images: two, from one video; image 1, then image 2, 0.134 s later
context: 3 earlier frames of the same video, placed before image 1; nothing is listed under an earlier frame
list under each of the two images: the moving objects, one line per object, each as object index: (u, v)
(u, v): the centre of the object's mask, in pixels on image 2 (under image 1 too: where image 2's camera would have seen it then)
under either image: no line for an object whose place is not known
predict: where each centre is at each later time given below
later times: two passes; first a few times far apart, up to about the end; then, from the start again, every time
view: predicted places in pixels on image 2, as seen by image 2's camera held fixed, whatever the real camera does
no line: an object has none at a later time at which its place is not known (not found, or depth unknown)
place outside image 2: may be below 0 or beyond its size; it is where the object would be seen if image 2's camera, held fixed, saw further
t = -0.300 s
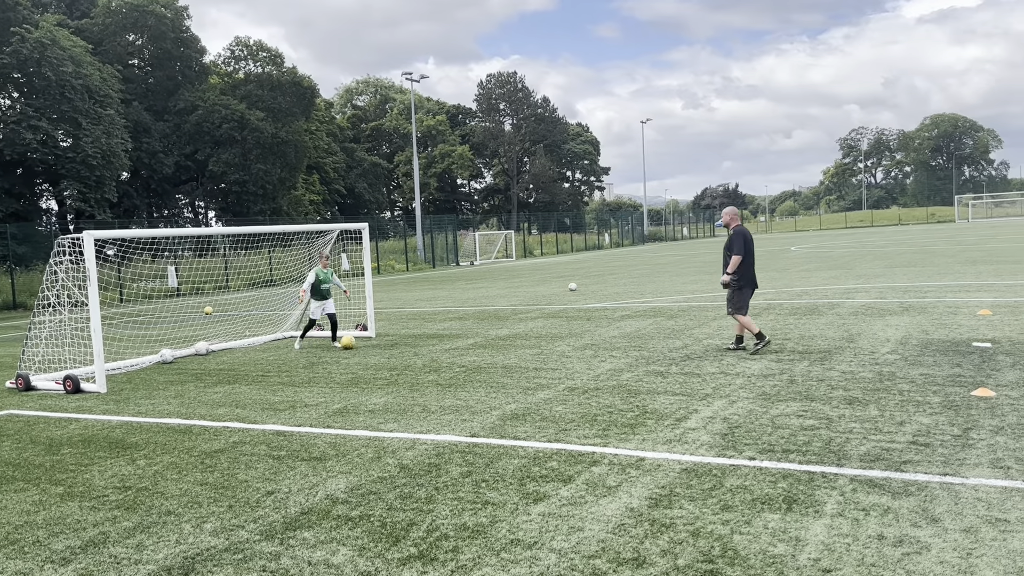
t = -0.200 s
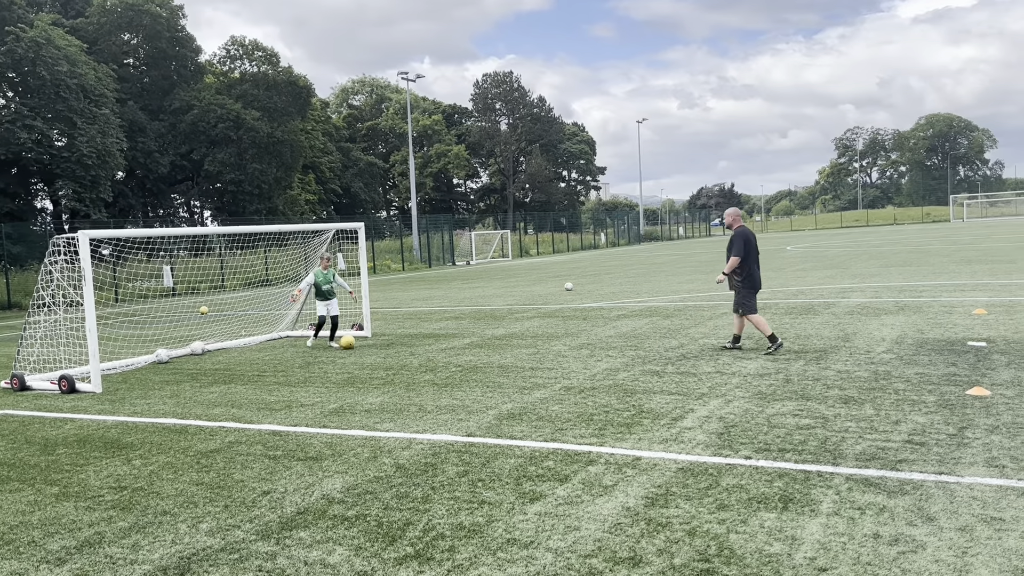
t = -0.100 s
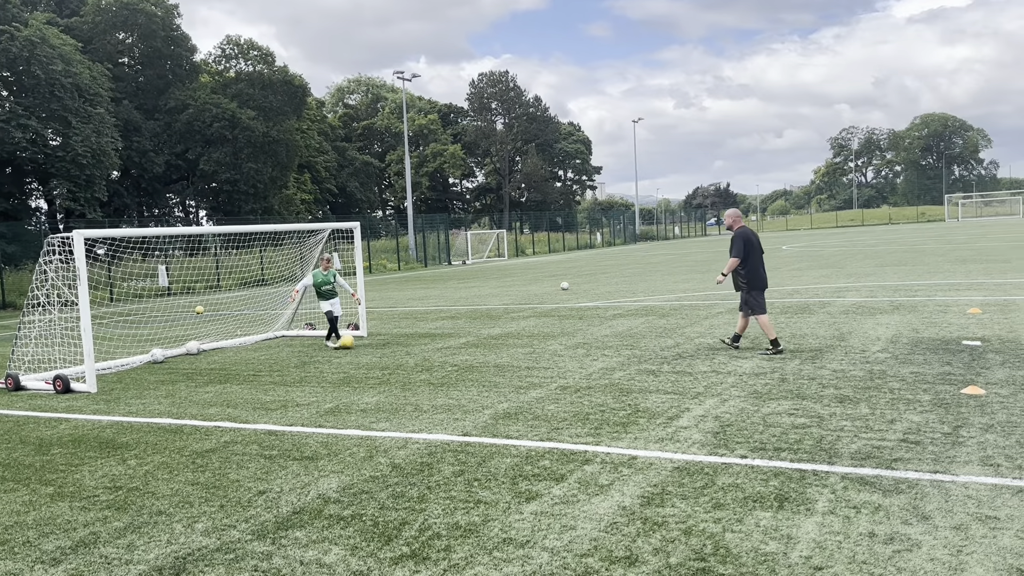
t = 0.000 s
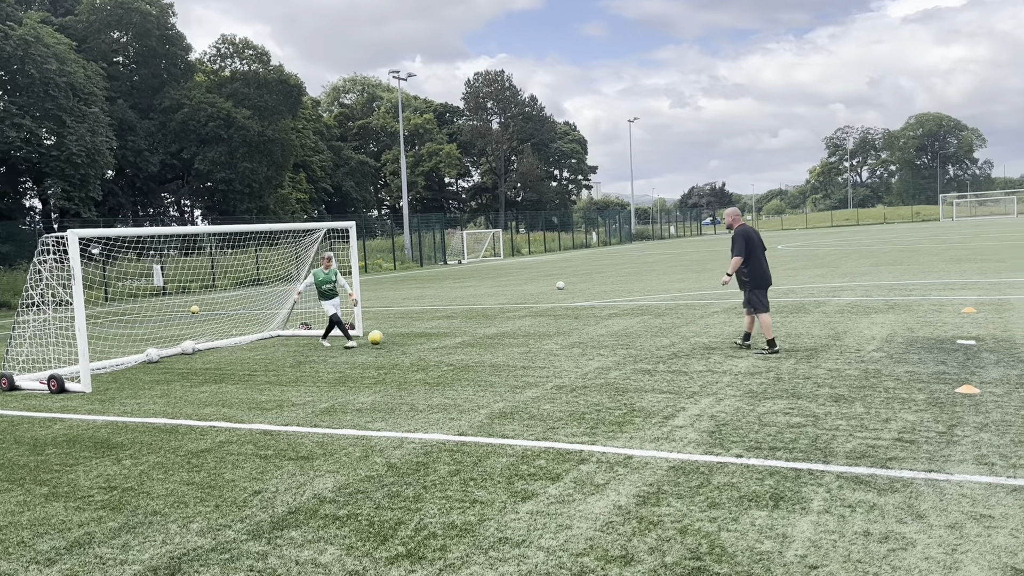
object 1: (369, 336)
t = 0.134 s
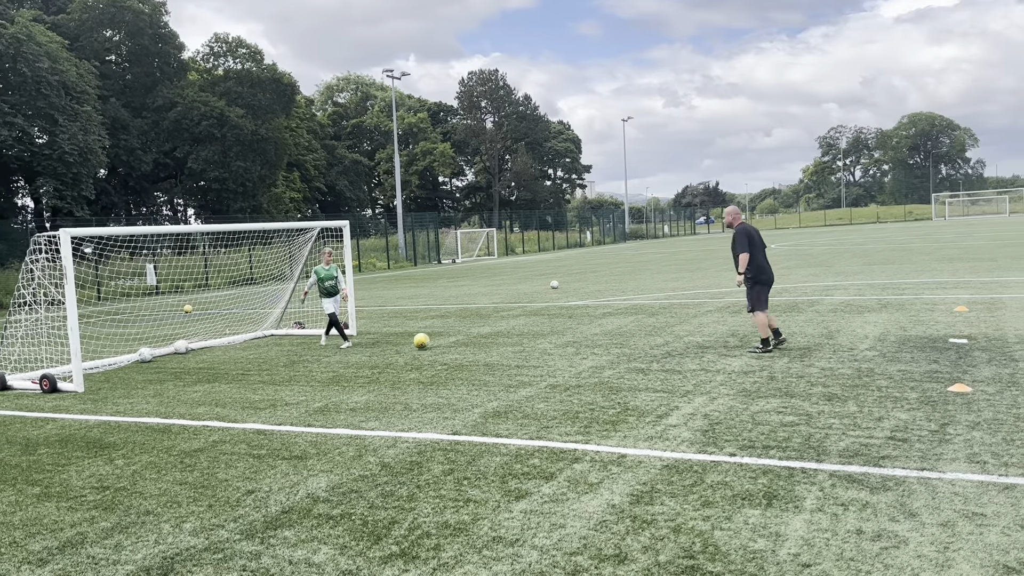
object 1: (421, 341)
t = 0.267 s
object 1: (466, 340)
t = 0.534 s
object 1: (544, 344)
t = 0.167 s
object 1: (435, 343)
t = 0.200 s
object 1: (444, 342)
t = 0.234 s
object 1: (455, 340)
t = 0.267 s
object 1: (466, 340)
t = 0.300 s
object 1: (477, 340)
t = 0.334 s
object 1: (488, 342)
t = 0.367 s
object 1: (499, 343)
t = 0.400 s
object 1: (509, 343)
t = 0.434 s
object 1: (518, 342)
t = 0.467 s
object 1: (526, 342)
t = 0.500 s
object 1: (535, 342)
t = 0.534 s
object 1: (544, 344)
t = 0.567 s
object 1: (553, 345)
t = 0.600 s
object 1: (562, 344)
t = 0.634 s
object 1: (571, 345)
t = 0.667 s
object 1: (580, 345)
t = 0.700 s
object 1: (589, 346)
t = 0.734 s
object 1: (598, 346)
